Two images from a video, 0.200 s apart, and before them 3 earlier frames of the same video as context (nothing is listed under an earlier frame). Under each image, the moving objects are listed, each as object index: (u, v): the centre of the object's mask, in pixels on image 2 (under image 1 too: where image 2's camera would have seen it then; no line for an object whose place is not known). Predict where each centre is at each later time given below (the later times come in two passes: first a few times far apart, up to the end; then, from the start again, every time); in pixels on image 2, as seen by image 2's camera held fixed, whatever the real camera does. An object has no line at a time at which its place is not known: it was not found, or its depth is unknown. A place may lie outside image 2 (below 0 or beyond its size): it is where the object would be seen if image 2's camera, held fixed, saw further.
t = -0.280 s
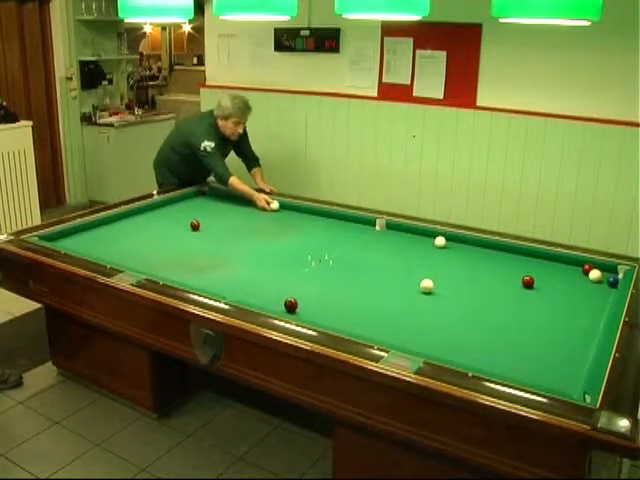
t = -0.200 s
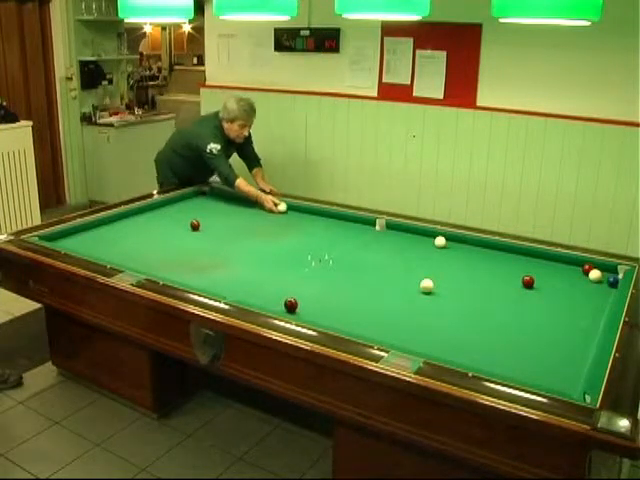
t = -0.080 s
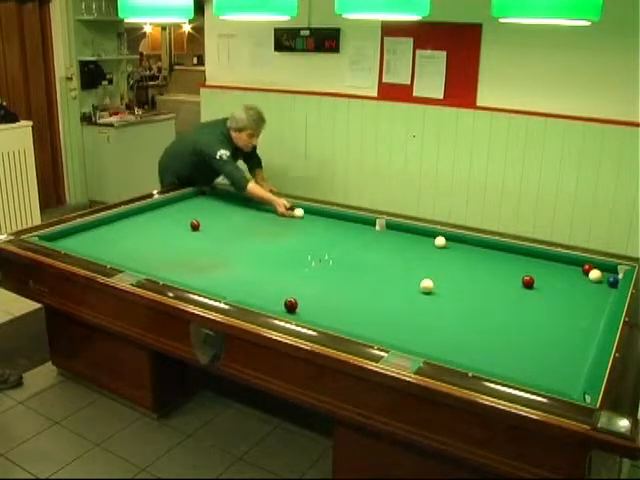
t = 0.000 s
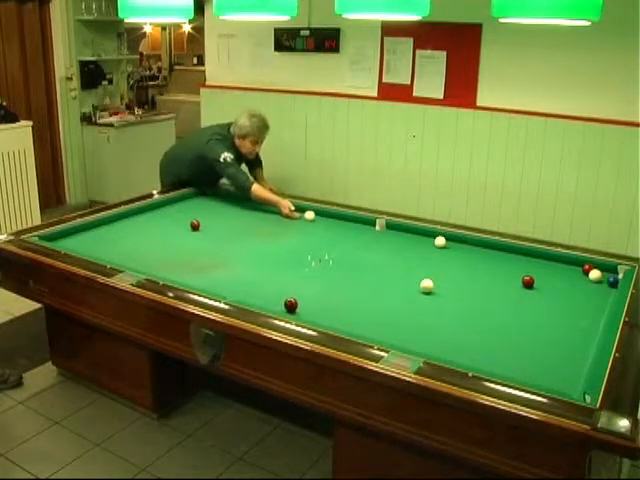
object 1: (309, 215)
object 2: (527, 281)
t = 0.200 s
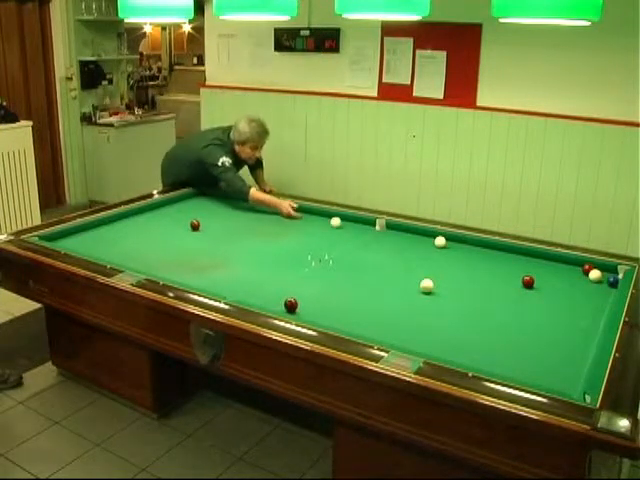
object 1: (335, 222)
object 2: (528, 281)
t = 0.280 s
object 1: (346, 225)
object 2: (527, 281)
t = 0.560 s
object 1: (386, 235)
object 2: (527, 281)
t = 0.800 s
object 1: (422, 245)
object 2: (527, 281)
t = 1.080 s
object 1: (468, 256)
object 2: (527, 281)
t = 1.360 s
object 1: (517, 269)
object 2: (527, 281)
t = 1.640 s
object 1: (569, 284)
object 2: (527, 281)
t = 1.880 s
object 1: (605, 293)
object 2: (527, 281)
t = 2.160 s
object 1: (567, 288)
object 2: (527, 281)
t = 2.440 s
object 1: (539, 284)
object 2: (521, 279)
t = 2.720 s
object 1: (530, 284)
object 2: (500, 276)
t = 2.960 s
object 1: (523, 284)
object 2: (482, 272)
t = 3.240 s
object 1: (515, 284)
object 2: (463, 268)
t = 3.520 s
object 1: (508, 284)
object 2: (446, 265)
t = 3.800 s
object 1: (502, 284)
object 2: (429, 262)
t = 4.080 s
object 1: (496, 284)
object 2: (413, 258)
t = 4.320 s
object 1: (492, 283)
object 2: (401, 256)
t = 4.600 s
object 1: (488, 283)
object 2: (388, 253)
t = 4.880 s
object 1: (484, 284)
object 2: (374, 250)
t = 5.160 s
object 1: (482, 283)
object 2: (362, 248)
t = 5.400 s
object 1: (480, 283)
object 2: (353, 246)
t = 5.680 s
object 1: (479, 283)
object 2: (343, 245)
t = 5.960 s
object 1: (478, 284)
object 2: (333, 242)
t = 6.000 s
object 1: (478, 284)
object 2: (331, 242)
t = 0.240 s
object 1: (341, 223)
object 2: (528, 281)
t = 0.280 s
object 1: (346, 225)
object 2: (527, 281)
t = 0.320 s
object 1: (351, 226)
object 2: (527, 281)
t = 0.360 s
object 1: (357, 228)
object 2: (527, 281)
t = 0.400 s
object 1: (362, 229)
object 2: (527, 281)
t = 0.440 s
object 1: (369, 231)
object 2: (527, 281)
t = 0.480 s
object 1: (374, 232)
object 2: (527, 281)
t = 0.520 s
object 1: (380, 234)
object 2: (527, 281)
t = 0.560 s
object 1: (386, 235)
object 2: (527, 281)
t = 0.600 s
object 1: (392, 237)
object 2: (528, 281)
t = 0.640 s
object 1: (398, 239)
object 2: (527, 281)
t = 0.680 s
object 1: (404, 240)
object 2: (527, 281)
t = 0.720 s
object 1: (410, 242)
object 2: (527, 281)
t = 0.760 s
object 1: (416, 243)
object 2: (527, 281)
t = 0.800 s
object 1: (422, 245)
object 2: (527, 281)
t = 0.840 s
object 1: (429, 246)
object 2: (527, 281)
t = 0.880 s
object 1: (435, 248)
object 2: (527, 281)
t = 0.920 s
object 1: (442, 250)
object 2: (527, 281)
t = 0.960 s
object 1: (448, 251)
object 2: (527, 281)
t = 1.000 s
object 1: (455, 252)
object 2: (527, 281)
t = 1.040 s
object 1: (462, 255)
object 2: (527, 281)
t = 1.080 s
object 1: (468, 256)
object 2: (527, 281)
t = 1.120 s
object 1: (475, 258)
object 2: (527, 281)
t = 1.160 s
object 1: (482, 260)
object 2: (527, 281)
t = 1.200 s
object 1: (489, 262)
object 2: (527, 281)
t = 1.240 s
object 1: (496, 264)
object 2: (527, 281)
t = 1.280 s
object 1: (503, 266)
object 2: (527, 281)
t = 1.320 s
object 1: (510, 268)
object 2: (528, 281)
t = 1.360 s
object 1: (517, 269)
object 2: (527, 281)
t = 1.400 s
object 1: (524, 270)
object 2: (528, 281)
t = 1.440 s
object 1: (533, 272)
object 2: (527, 281)
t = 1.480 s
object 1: (540, 275)
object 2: (527, 281)
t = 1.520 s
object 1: (547, 277)
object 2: (528, 281)
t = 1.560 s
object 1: (554, 279)
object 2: (528, 281)
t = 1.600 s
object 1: (562, 281)
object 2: (527, 281)
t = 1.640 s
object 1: (569, 284)
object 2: (527, 281)
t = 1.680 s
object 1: (577, 285)
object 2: (527, 281)
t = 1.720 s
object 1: (585, 288)
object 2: (527, 281)
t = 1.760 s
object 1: (593, 290)
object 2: (527, 281)
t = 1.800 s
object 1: (601, 292)
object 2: (527, 281)
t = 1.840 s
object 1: (608, 294)
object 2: (527, 281)
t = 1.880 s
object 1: (605, 293)
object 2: (527, 281)
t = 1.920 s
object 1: (598, 292)
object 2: (527, 281)
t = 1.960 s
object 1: (592, 291)
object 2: (527, 281)
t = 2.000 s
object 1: (586, 291)
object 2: (527, 281)
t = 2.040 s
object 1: (582, 290)
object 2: (527, 281)
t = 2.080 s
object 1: (577, 289)
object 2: (527, 281)
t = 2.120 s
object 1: (572, 288)
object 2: (527, 281)
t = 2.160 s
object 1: (567, 288)
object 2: (527, 281)
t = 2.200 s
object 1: (561, 287)
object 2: (527, 281)
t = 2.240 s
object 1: (557, 286)
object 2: (527, 281)
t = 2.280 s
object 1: (552, 286)
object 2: (527, 281)
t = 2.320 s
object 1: (548, 285)
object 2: (527, 281)
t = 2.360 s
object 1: (542, 284)
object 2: (527, 281)
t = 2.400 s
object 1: (540, 284)
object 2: (524, 281)
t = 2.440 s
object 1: (539, 284)
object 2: (521, 279)
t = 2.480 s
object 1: (538, 284)
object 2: (517, 279)
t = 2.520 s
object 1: (537, 284)
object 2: (514, 279)
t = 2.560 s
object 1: (536, 284)
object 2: (511, 278)
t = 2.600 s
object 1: (534, 284)
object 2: (508, 278)
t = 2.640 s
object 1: (533, 284)
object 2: (506, 277)
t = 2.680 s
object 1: (532, 284)
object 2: (502, 276)
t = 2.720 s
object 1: (530, 284)
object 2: (500, 276)
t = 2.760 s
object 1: (529, 284)
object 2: (497, 275)
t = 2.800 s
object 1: (528, 284)
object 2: (494, 274)
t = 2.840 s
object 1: (527, 284)
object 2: (491, 274)
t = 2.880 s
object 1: (525, 284)
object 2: (488, 273)
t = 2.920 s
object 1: (524, 284)
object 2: (485, 273)
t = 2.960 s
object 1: (523, 284)
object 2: (482, 272)
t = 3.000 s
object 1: (522, 284)
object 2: (480, 272)
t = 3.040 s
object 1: (521, 284)
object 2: (477, 271)
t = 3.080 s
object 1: (520, 284)
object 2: (474, 270)
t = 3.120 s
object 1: (519, 284)
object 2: (471, 270)
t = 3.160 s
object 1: (517, 284)
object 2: (468, 269)
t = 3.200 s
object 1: (516, 284)
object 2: (466, 269)
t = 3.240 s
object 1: (515, 284)
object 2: (463, 268)
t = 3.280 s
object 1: (514, 284)
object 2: (461, 268)
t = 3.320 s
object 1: (513, 284)
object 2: (459, 267)
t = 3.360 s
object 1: (512, 284)
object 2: (456, 267)
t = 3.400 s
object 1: (511, 284)
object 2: (453, 266)
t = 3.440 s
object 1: (510, 284)
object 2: (451, 266)
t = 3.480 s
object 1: (509, 284)
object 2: (448, 265)
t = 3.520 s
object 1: (508, 284)
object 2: (446, 265)
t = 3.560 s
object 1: (507, 284)
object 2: (443, 264)
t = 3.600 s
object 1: (506, 284)
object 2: (441, 264)
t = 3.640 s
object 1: (505, 284)
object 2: (439, 264)
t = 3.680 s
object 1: (504, 284)
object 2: (436, 263)
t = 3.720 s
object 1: (503, 284)
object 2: (434, 263)
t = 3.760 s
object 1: (503, 284)
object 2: (431, 262)
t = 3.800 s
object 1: (502, 284)
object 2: (429, 262)
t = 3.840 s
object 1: (501, 284)
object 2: (427, 261)
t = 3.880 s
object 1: (500, 284)
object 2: (424, 261)
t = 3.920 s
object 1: (499, 284)
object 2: (422, 260)
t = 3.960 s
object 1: (498, 284)
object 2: (420, 260)
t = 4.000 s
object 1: (498, 284)
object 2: (418, 260)
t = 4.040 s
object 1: (497, 284)
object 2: (415, 259)
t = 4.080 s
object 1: (496, 284)
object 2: (413, 258)
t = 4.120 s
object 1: (495, 283)
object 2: (411, 258)
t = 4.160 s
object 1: (495, 283)
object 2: (410, 258)
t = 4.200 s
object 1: (494, 283)
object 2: (408, 258)
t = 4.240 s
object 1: (493, 283)
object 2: (405, 257)
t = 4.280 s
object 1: (492, 283)
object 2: (403, 256)
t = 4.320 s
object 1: (492, 283)
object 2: (401, 256)
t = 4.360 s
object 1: (491, 284)
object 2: (399, 255)
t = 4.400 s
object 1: (491, 283)
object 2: (397, 255)
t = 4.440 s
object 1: (490, 283)
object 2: (395, 254)
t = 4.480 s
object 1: (489, 283)
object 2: (393, 254)
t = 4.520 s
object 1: (488, 283)
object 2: (391, 254)
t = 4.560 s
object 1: (488, 283)
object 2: (389, 254)
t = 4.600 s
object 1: (488, 283)
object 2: (388, 253)
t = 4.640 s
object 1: (487, 283)
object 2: (385, 252)
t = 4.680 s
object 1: (487, 283)
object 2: (383, 252)
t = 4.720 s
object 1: (486, 283)
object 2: (381, 252)
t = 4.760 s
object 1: (486, 284)
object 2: (380, 252)
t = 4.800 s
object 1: (485, 284)
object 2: (378, 251)
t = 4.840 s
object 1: (484, 284)
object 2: (376, 251)
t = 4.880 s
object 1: (484, 284)
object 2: (374, 250)
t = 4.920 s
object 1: (484, 284)
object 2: (372, 251)
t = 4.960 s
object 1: (483, 284)
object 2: (371, 250)
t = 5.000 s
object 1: (483, 284)
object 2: (369, 249)
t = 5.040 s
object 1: (482, 284)
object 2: (367, 249)
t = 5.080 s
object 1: (482, 284)
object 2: (366, 249)
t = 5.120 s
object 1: (482, 283)
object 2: (364, 248)
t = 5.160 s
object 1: (482, 283)
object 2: (362, 248)
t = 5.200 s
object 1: (481, 284)
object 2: (361, 248)
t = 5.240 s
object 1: (481, 283)
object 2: (359, 248)
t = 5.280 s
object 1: (481, 283)
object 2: (358, 247)
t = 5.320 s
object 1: (480, 283)
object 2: (356, 247)
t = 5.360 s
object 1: (480, 284)
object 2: (355, 247)
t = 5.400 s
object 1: (480, 283)
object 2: (353, 246)
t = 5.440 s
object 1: (480, 283)
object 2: (351, 246)
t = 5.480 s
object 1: (479, 283)
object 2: (350, 246)
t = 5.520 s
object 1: (479, 284)
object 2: (348, 246)
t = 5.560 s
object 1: (479, 284)
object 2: (347, 245)
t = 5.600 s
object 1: (479, 284)
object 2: (346, 245)
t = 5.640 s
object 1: (479, 284)
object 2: (344, 245)
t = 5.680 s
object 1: (479, 283)
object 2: (343, 245)
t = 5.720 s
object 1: (479, 283)
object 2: (341, 244)
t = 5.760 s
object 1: (479, 284)
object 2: (340, 244)
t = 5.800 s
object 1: (479, 284)
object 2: (338, 244)
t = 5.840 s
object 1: (478, 284)
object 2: (337, 243)
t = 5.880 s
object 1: (478, 284)
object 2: (336, 243)
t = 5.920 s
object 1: (479, 283)
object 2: (334, 243)
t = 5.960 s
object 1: (478, 284)
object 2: (333, 242)
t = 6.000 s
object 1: (478, 284)
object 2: (331, 242)
